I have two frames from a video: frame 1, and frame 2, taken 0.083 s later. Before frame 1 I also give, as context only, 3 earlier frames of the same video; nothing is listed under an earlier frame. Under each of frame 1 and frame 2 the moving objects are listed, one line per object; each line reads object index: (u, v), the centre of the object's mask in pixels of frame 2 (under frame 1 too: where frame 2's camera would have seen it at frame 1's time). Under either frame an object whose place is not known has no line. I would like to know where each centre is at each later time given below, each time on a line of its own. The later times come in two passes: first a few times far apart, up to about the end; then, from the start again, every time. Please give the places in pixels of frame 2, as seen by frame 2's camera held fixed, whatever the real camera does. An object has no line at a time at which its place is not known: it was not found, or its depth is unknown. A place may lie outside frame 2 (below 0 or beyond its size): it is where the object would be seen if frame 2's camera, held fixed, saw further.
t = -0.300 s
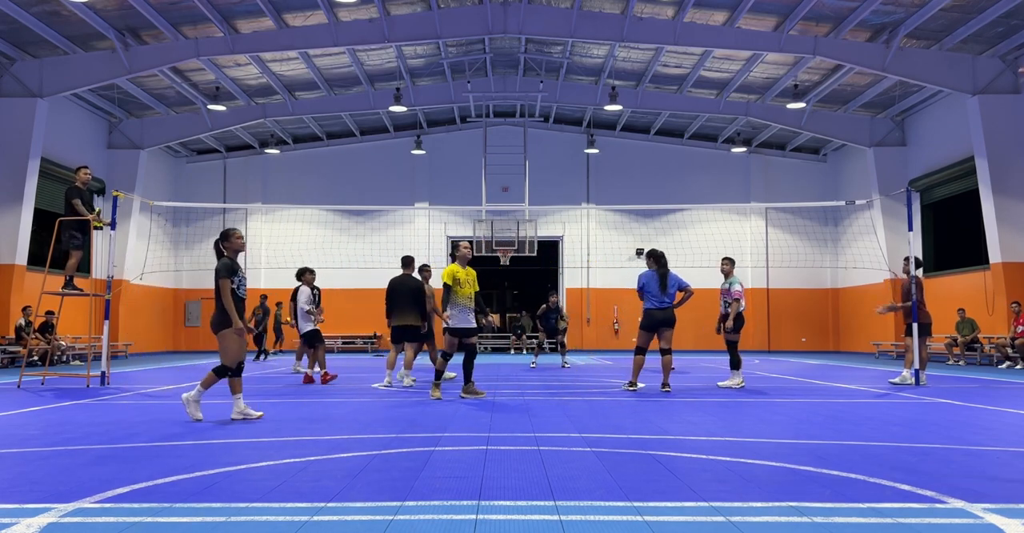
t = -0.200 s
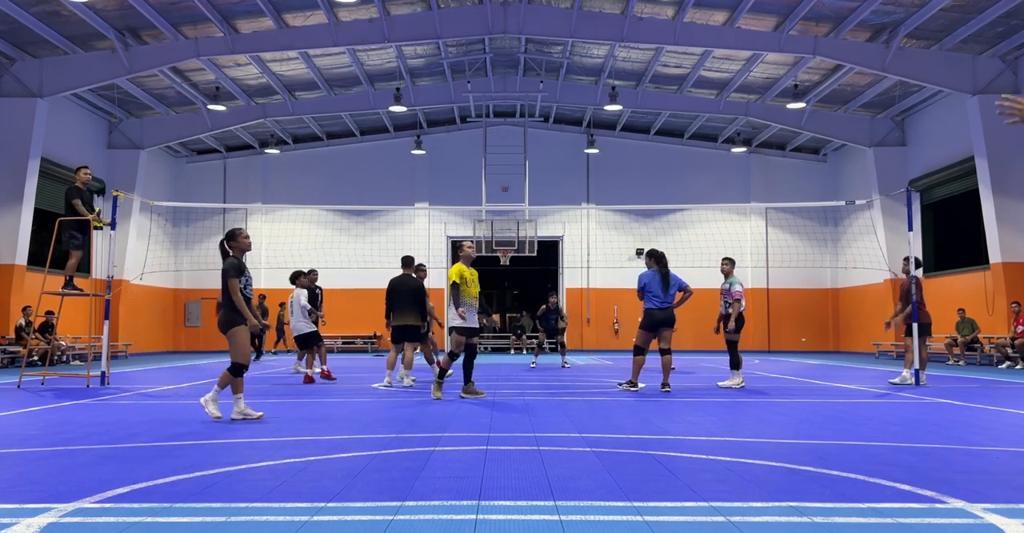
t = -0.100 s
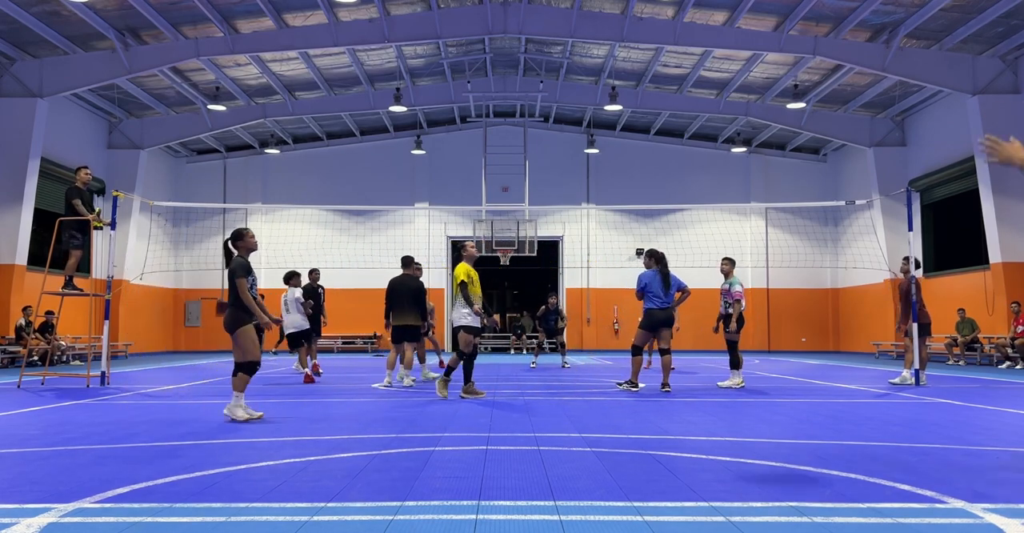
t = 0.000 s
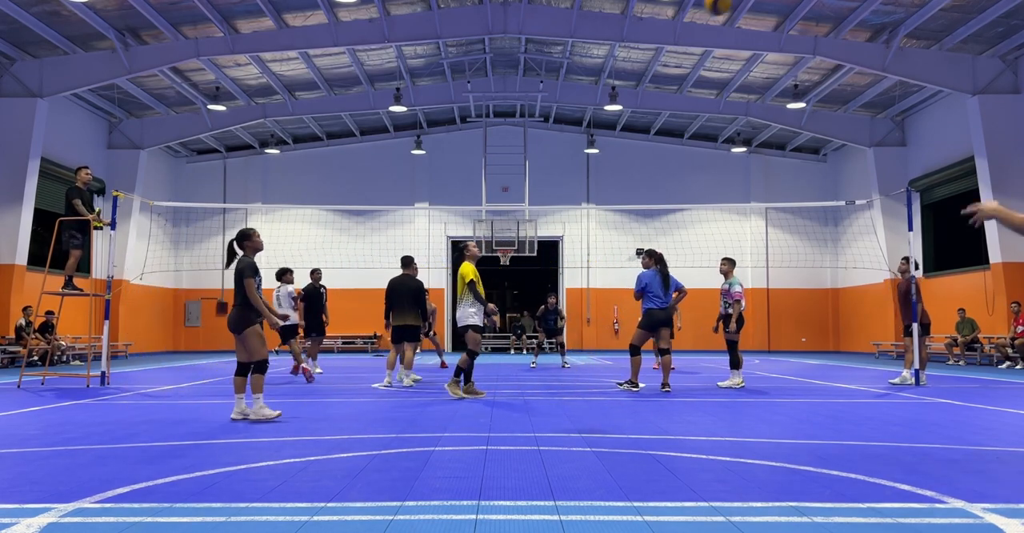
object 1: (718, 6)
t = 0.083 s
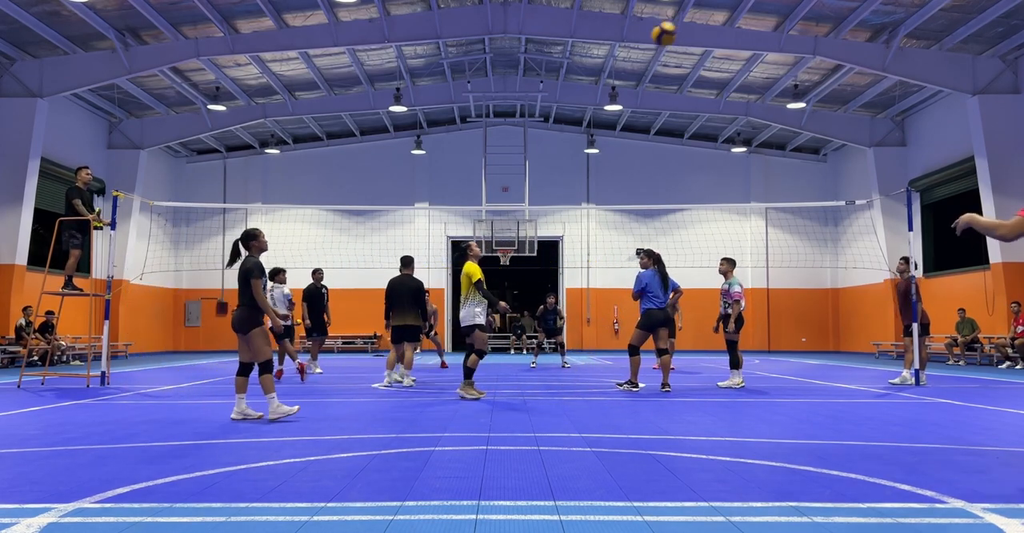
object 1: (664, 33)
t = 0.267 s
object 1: (578, 107)
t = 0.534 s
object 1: (503, 208)
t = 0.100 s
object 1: (654, 40)
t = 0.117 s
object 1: (645, 47)
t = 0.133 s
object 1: (636, 54)
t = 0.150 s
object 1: (628, 61)
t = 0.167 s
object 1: (619, 67)
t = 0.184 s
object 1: (612, 74)
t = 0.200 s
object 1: (605, 81)
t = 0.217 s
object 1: (597, 88)
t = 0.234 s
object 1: (591, 94)
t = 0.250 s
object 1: (584, 101)
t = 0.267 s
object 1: (578, 107)
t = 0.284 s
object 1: (572, 115)
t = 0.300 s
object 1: (566, 120)
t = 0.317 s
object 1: (561, 127)
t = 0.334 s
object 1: (556, 133)
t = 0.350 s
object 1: (550, 140)
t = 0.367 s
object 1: (545, 146)
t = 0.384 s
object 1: (540, 153)
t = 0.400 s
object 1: (536, 159)
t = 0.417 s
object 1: (531, 165)
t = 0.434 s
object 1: (527, 171)
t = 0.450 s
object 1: (523, 177)
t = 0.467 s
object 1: (518, 184)
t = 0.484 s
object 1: (514, 190)
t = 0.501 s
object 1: (510, 196)
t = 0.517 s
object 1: (506, 202)
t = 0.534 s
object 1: (503, 208)
